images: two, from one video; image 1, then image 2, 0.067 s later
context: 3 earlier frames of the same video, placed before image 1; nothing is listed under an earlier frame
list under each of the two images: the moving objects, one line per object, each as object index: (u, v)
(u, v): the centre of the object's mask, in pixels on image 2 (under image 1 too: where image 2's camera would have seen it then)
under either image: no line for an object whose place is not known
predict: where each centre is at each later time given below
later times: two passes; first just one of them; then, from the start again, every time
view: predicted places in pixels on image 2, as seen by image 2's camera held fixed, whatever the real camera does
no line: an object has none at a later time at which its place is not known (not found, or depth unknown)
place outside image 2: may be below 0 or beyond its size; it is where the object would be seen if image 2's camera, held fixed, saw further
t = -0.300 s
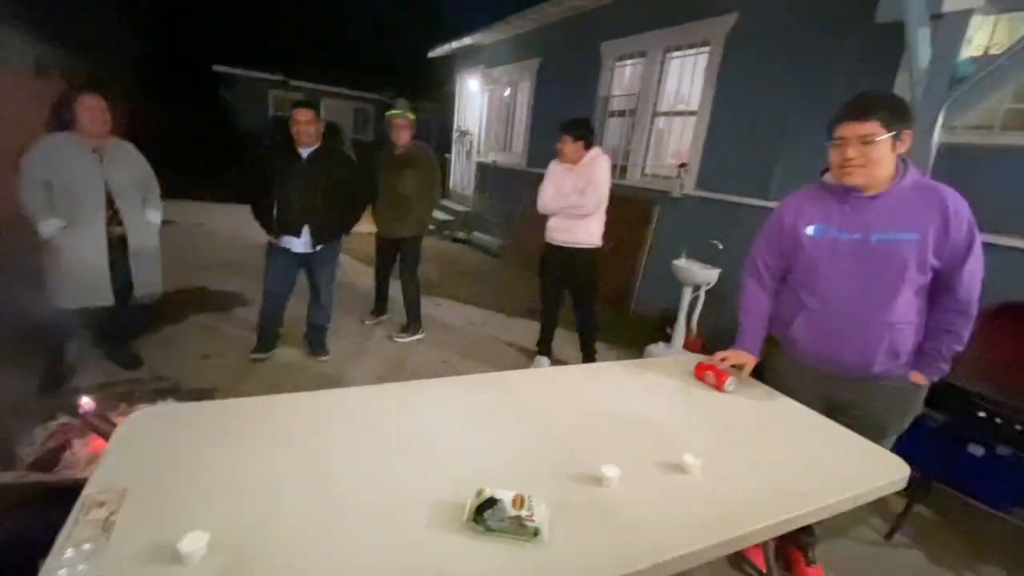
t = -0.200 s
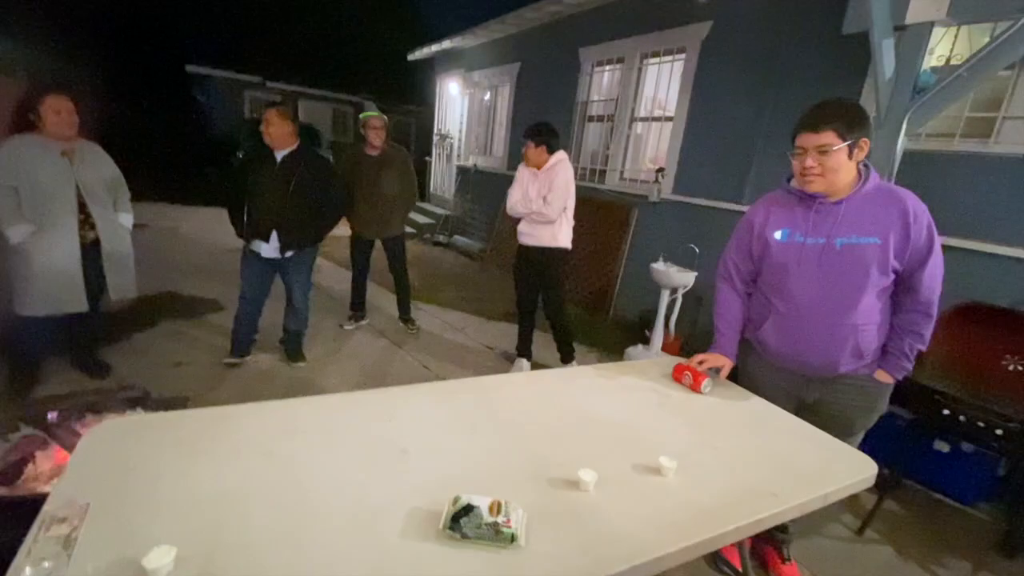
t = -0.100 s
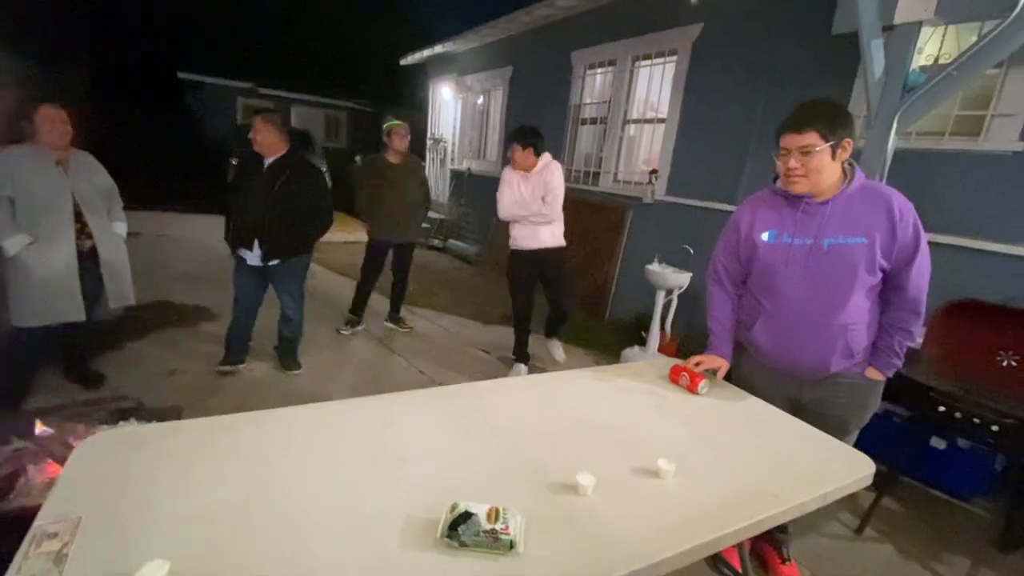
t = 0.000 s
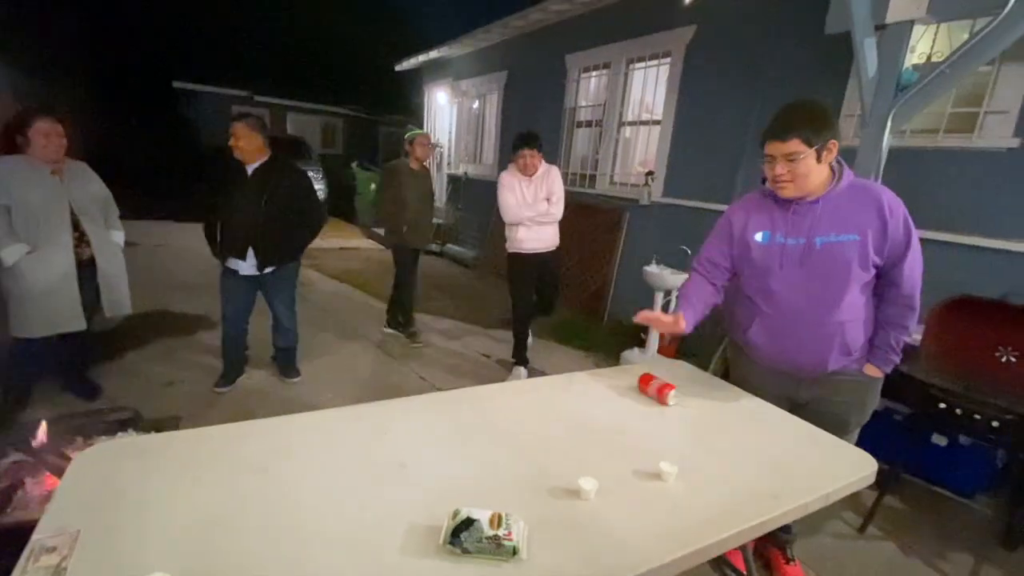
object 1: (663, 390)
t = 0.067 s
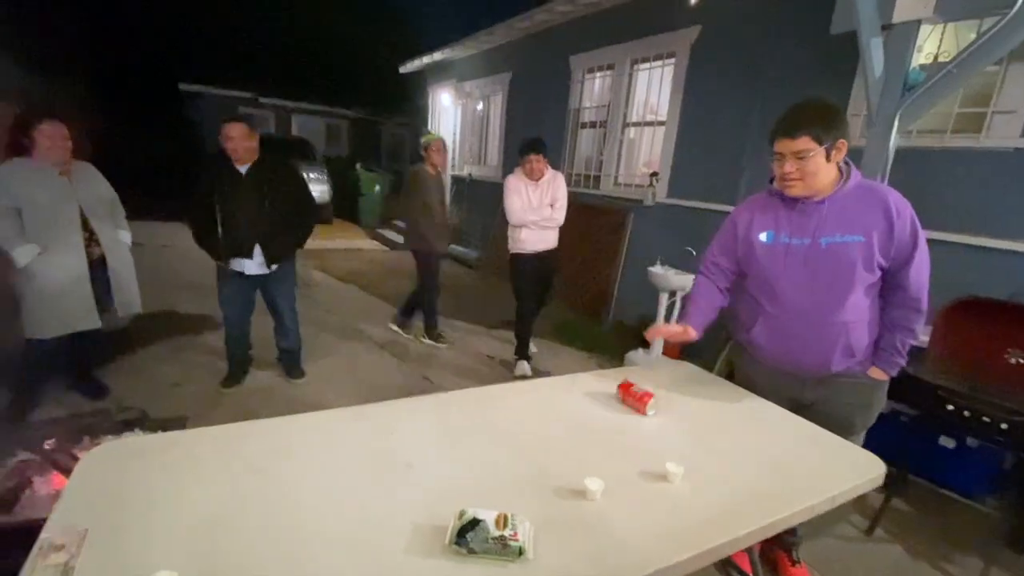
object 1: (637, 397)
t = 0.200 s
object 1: (575, 416)
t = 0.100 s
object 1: (623, 402)
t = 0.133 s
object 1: (609, 406)
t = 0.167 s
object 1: (589, 413)
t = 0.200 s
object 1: (575, 416)
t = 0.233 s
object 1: (561, 420)
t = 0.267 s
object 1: (547, 424)
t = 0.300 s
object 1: (533, 429)
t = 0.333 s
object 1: (514, 433)
